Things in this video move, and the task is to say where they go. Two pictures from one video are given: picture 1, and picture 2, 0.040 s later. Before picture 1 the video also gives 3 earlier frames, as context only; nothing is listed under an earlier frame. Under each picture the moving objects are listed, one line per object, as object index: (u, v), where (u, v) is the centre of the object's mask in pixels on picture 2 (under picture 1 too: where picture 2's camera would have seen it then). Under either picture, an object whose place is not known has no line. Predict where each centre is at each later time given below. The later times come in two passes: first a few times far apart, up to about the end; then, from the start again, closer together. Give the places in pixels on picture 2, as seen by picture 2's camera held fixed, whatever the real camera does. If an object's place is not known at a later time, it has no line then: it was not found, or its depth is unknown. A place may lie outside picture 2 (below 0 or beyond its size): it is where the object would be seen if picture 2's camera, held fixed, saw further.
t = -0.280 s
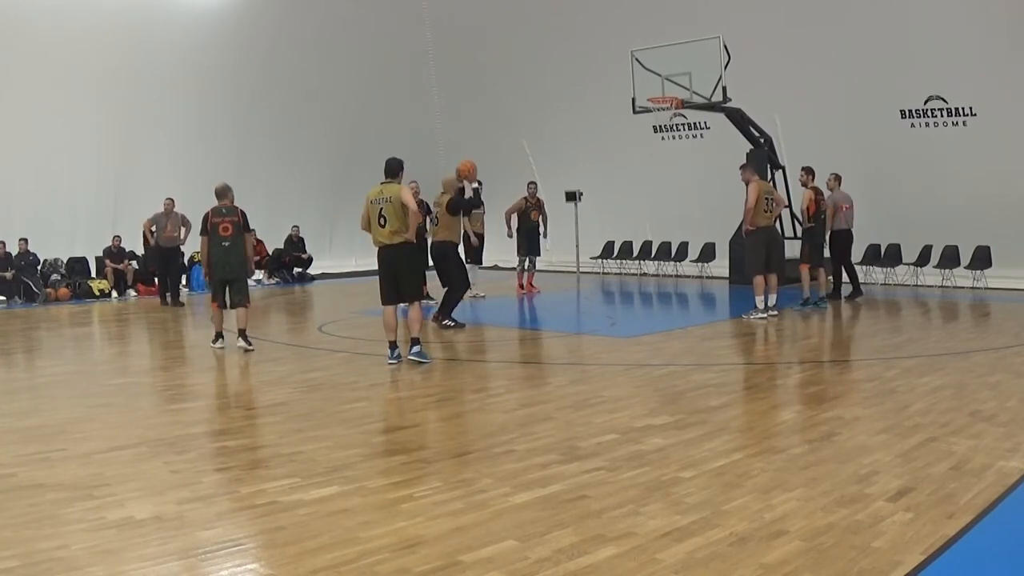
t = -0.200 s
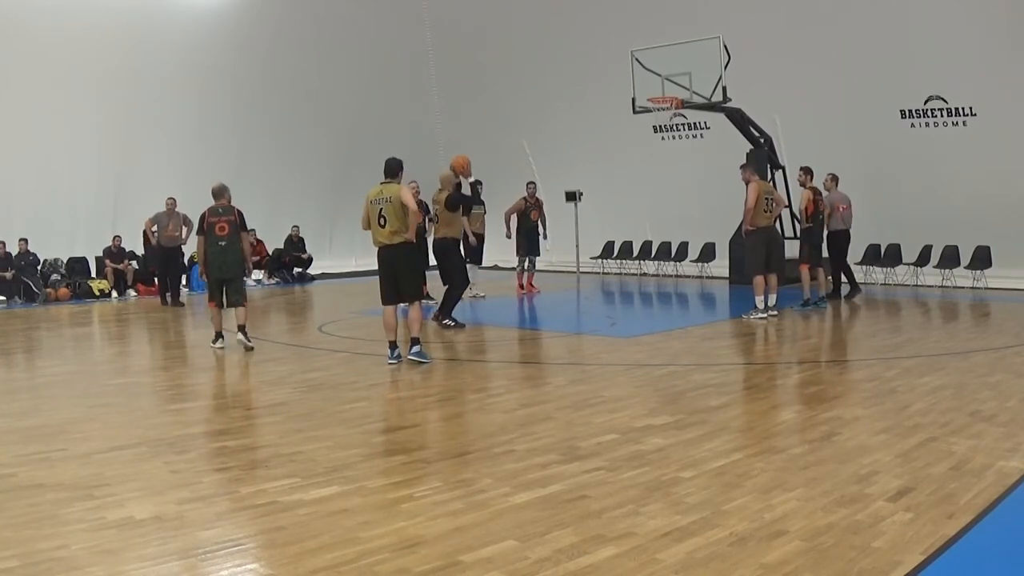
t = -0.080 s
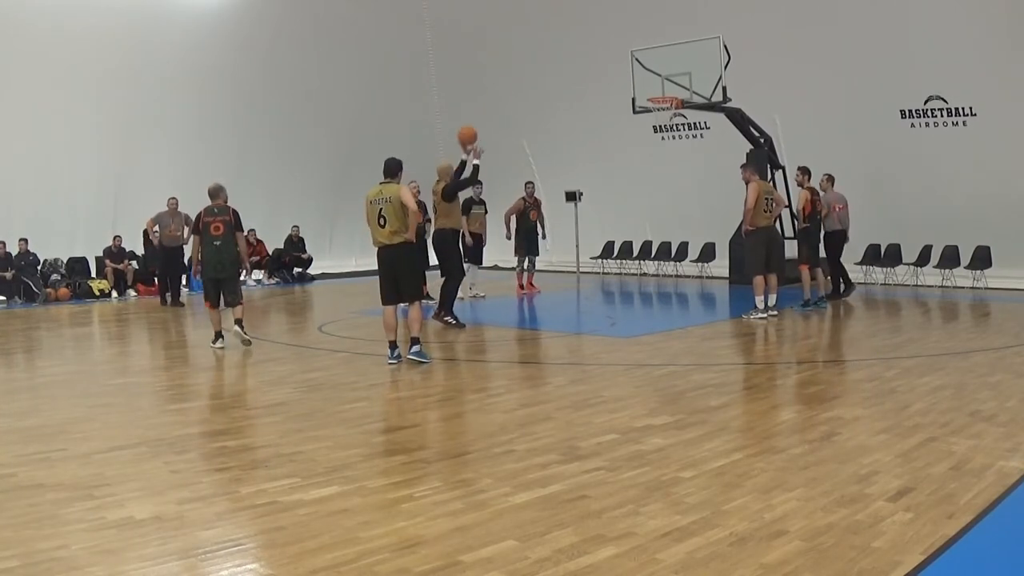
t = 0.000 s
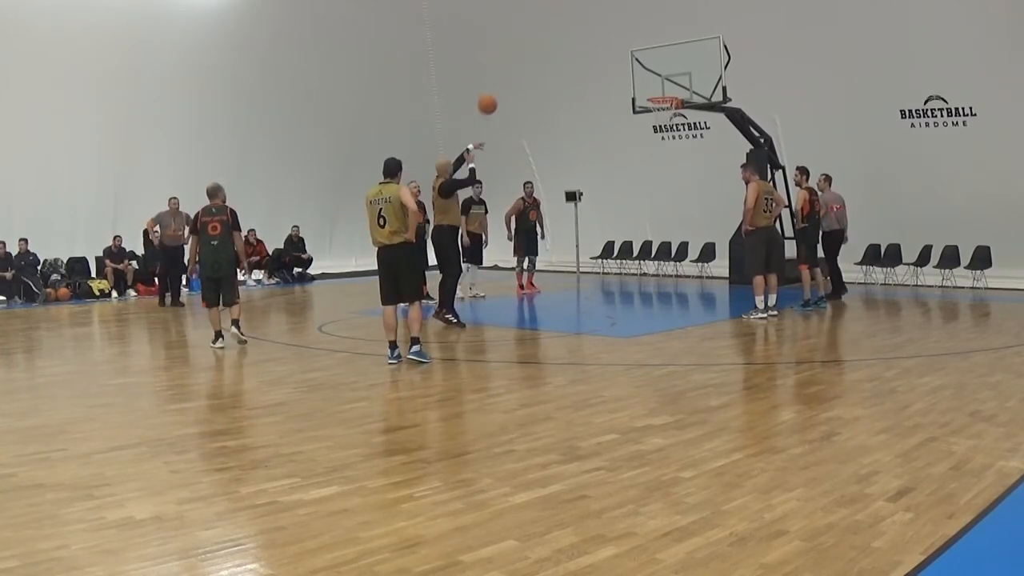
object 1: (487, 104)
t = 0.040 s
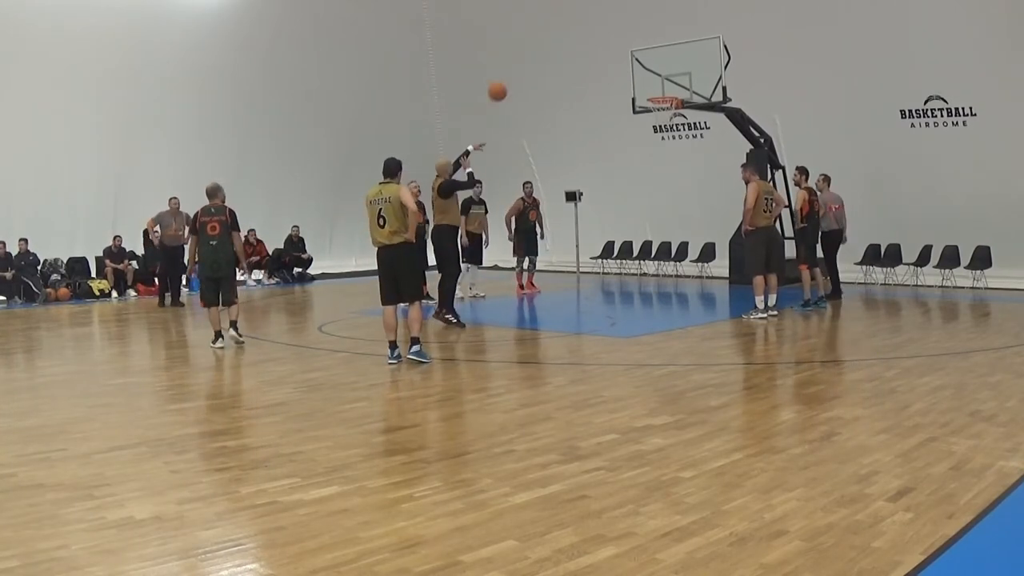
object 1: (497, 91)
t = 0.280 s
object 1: (552, 42)
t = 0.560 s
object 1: (608, 39)
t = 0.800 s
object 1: (651, 76)
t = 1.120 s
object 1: (648, 167)
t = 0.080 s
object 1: (507, 79)
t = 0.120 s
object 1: (517, 69)
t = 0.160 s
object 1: (526, 60)
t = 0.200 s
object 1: (534, 53)
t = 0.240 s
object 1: (543, 47)
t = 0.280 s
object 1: (552, 42)
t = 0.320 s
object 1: (560, 38)
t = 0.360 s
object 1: (569, 35)
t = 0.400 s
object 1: (577, 34)
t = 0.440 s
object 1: (585, 34)
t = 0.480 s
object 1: (593, 35)
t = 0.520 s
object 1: (600, 36)
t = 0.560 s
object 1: (608, 39)
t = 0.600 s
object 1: (615, 43)
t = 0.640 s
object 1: (622, 48)
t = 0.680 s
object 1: (630, 54)
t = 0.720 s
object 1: (637, 60)
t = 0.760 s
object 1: (644, 68)
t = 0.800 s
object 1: (651, 76)
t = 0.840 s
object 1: (658, 85)
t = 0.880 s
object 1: (664, 94)
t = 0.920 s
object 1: (671, 106)
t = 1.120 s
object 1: (648, 167)
